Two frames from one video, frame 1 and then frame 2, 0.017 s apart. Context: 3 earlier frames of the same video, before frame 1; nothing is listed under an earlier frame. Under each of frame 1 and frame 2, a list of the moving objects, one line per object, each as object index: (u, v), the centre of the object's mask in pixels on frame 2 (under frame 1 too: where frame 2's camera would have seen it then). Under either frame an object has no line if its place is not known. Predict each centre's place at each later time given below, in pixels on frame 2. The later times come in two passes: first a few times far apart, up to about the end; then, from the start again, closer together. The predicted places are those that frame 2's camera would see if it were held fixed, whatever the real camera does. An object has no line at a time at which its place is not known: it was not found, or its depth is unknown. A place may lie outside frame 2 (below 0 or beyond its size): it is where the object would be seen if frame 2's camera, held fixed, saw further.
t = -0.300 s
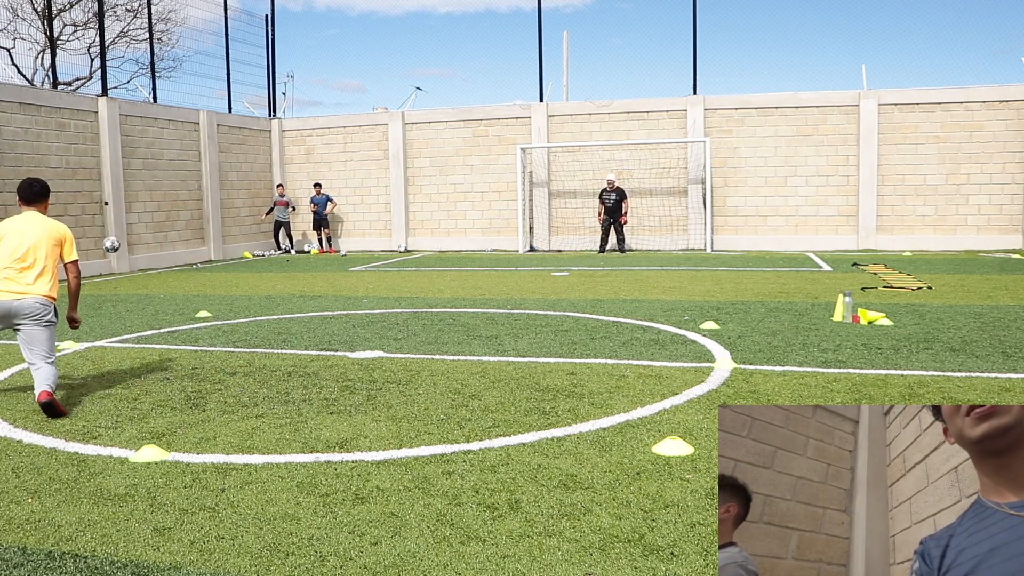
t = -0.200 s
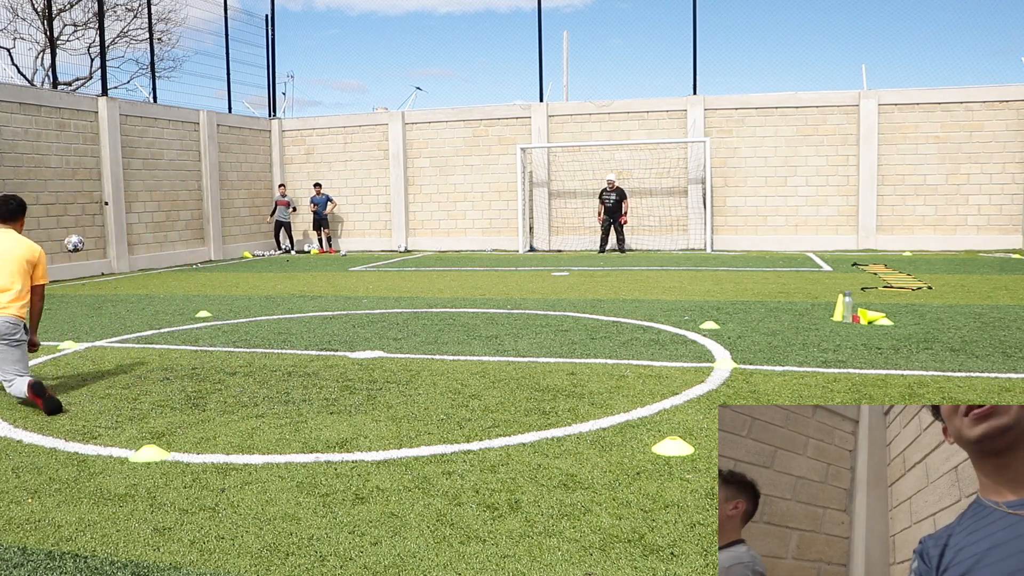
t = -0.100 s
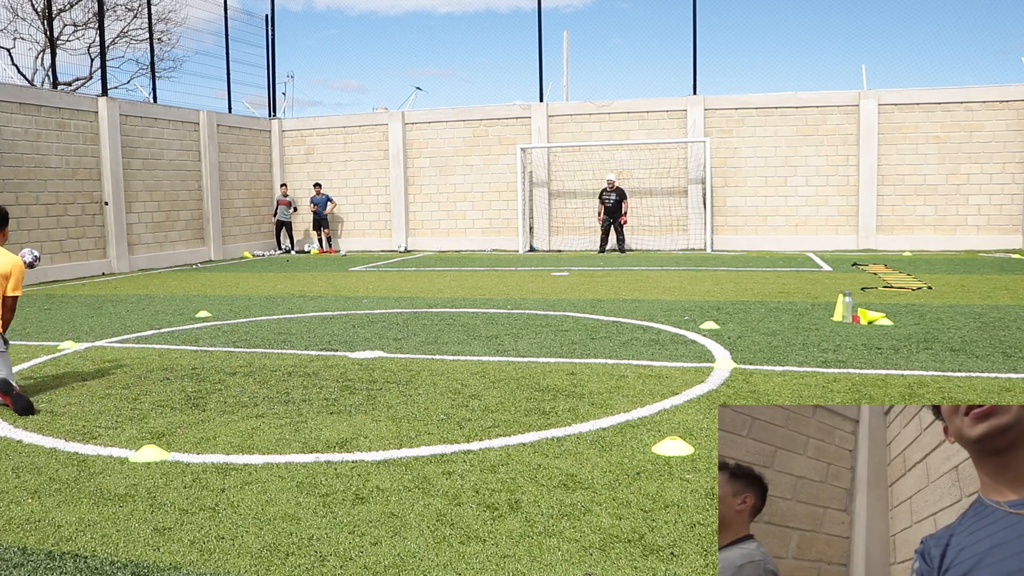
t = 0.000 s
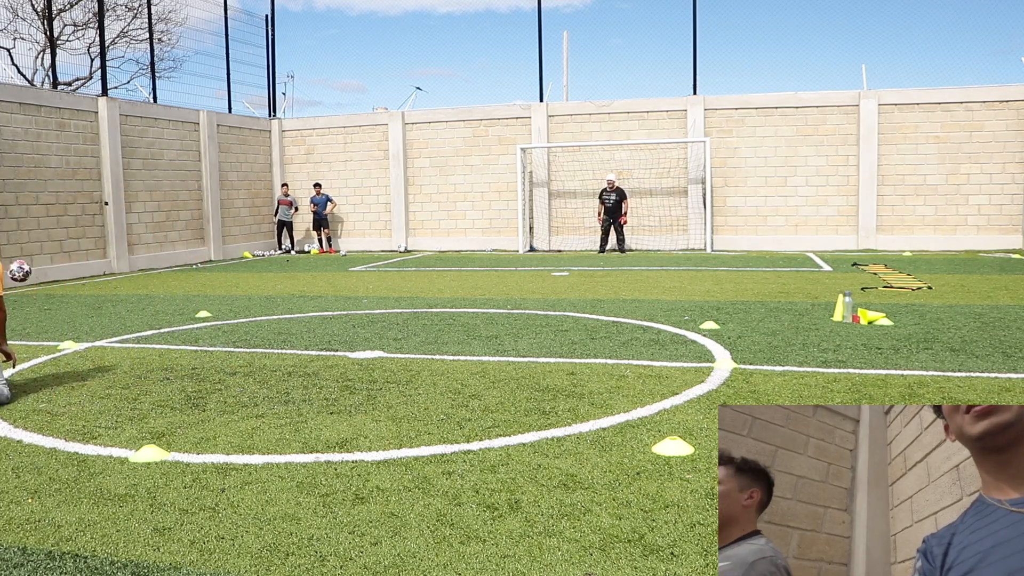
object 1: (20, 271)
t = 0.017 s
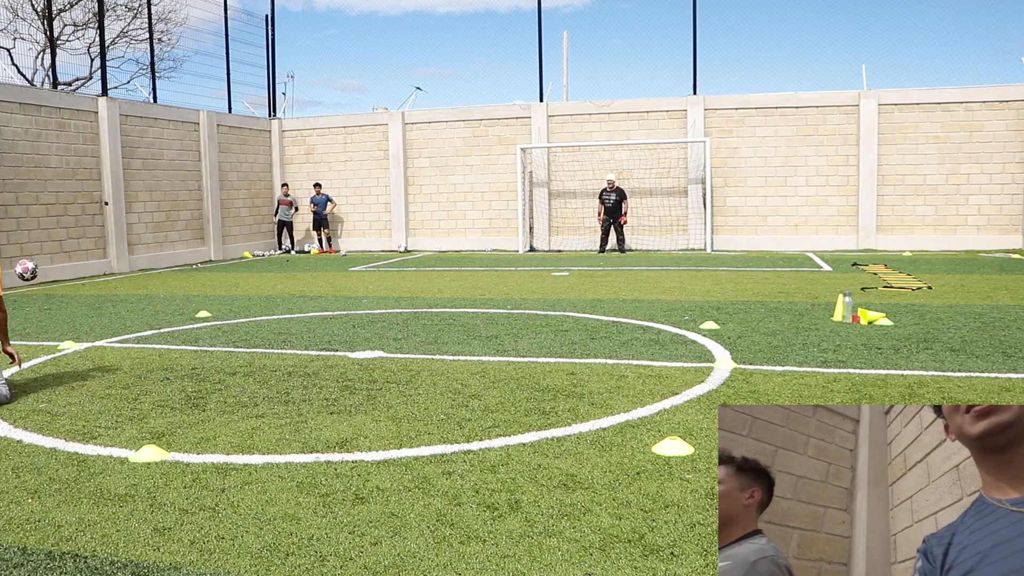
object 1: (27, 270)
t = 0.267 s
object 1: (138, 309)
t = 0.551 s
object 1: (248, 334)
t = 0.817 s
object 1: (347, 342)
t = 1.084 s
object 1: (446, 351)
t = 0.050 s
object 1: (42, 270)
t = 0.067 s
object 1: (49, 270)
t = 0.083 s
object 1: (56, 271)
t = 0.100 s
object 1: (64, 272)
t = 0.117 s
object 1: (72, 274)
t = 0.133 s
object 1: (79, 276)
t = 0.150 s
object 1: (86, 279)
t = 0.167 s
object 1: (93, 282)
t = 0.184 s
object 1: (101, 285)
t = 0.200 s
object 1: (108, 289)
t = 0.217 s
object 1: (116, 293)
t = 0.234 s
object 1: (123, 298)
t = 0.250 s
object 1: (130, 304)
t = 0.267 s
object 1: (138, 309)
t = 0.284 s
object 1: (145, 315)
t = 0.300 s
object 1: (153, 321)
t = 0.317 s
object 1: (160, 328)
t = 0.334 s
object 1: (167, 335)
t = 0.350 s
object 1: (174, 343)
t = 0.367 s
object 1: (181, 351)
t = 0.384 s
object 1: (189, 359)
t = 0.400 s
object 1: (196, 369)
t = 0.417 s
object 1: (203, 371)
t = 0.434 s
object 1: (208, 365)
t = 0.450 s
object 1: (214, 359)
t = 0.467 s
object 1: (219, 355)
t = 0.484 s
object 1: (225, 350)
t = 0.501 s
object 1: (231, 345)
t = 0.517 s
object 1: (236, 341)
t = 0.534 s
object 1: (242, 338)
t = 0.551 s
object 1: (248, 334)
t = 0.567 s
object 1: (254, 332)
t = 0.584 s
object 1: (260, 330)
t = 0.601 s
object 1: (266, 328)
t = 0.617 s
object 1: (272, 326)
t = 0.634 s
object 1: (278, 325)
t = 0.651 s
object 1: (284, 324)
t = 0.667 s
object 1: (290, 324)
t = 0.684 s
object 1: (296, 324)
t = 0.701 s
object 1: (303, 325)
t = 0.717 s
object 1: (309, 326)
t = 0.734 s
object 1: (315, 327)
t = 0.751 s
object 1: (322, 330)
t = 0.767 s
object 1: (328, 332)
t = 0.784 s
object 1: (334, 335)
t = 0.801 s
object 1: (340, 338)
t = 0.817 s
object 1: (347, 342)
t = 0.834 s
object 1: (354, 347)
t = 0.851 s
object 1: (360, 351)
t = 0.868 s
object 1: (367, 356)
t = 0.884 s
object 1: (373, 361)
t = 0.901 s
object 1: (380, 368)
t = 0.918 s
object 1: (387, 374)
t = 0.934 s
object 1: (392, 371)
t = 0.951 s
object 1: (398, 368)
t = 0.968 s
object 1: (404, 364)
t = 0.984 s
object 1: (410, 361)
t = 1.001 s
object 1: (416, 358)
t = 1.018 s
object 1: (422, 355)
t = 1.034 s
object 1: (428, 353)
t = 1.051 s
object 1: (434, 352)
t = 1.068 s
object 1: (440, 351)
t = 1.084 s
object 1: (446, 351)
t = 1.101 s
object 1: (452, 351)
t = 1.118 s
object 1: (458, 351)
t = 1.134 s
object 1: (464, 352)
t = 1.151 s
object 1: (470, 353)
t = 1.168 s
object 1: (476, 354)
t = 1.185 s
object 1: (482, 356)
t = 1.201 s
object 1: (488, 359)
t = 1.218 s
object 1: (494, 362)
